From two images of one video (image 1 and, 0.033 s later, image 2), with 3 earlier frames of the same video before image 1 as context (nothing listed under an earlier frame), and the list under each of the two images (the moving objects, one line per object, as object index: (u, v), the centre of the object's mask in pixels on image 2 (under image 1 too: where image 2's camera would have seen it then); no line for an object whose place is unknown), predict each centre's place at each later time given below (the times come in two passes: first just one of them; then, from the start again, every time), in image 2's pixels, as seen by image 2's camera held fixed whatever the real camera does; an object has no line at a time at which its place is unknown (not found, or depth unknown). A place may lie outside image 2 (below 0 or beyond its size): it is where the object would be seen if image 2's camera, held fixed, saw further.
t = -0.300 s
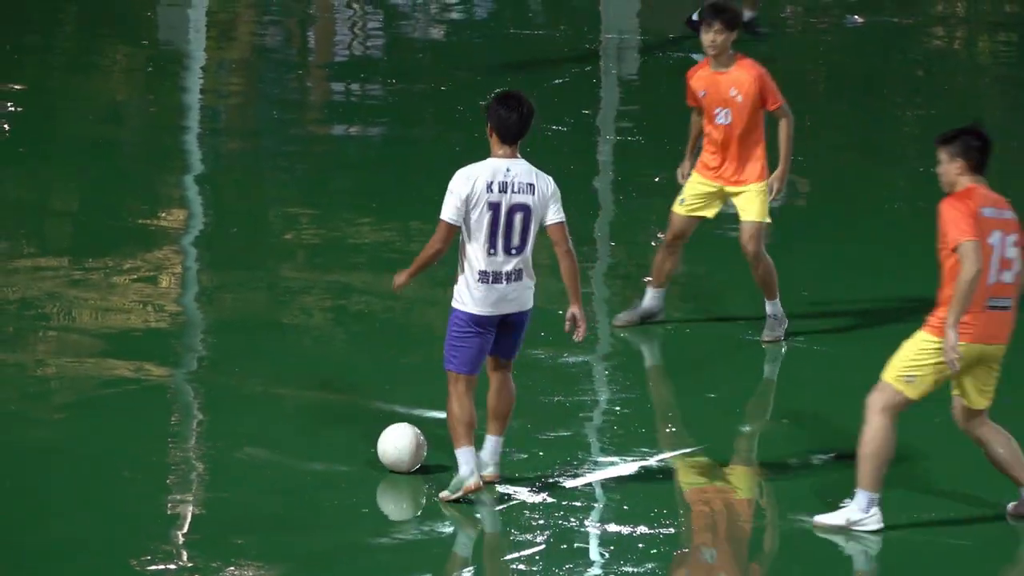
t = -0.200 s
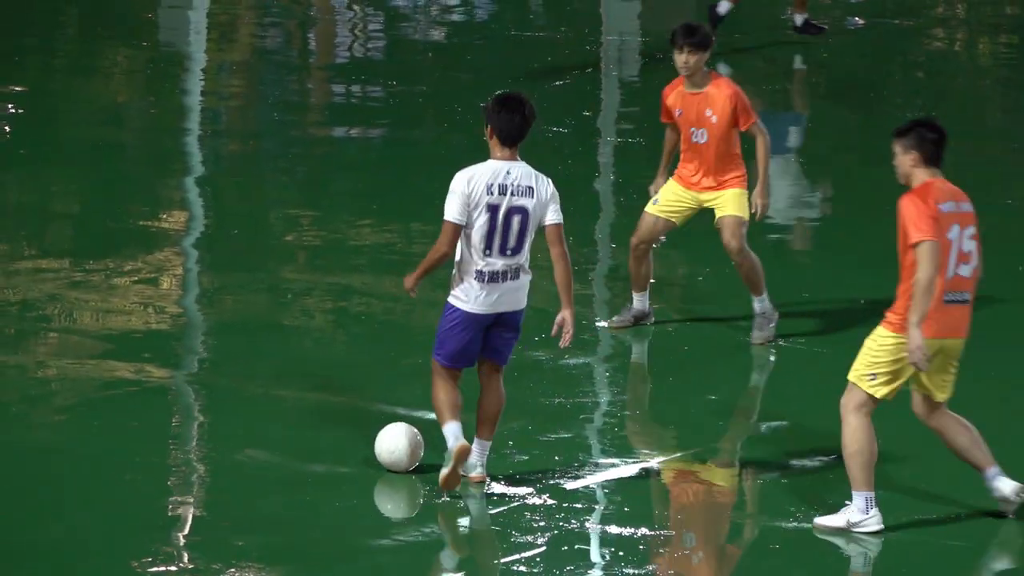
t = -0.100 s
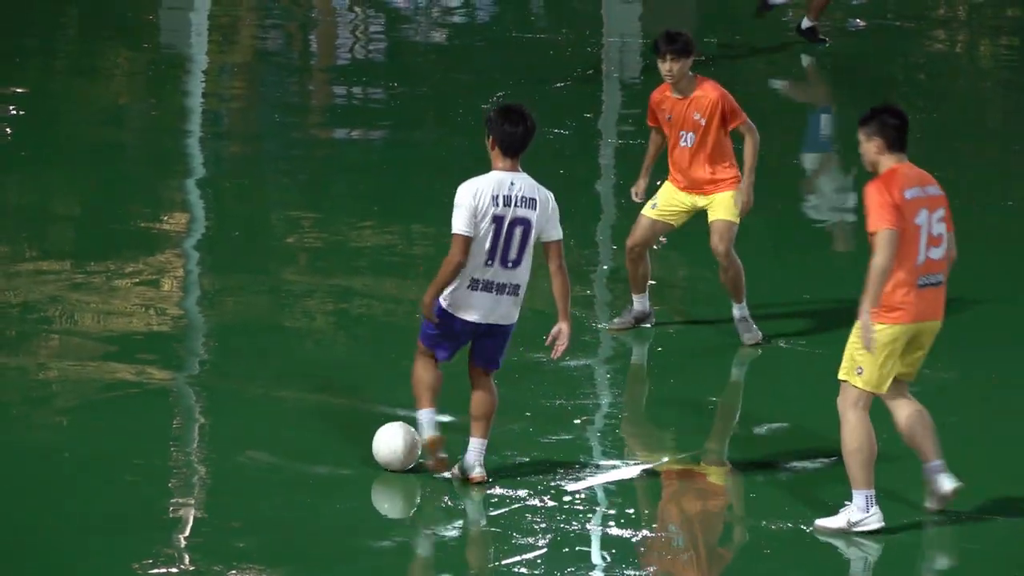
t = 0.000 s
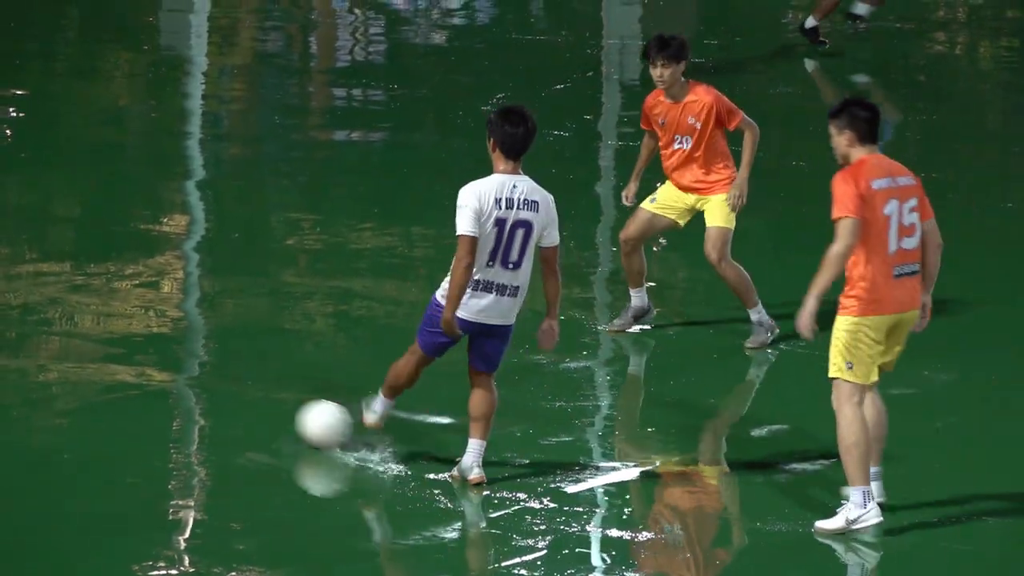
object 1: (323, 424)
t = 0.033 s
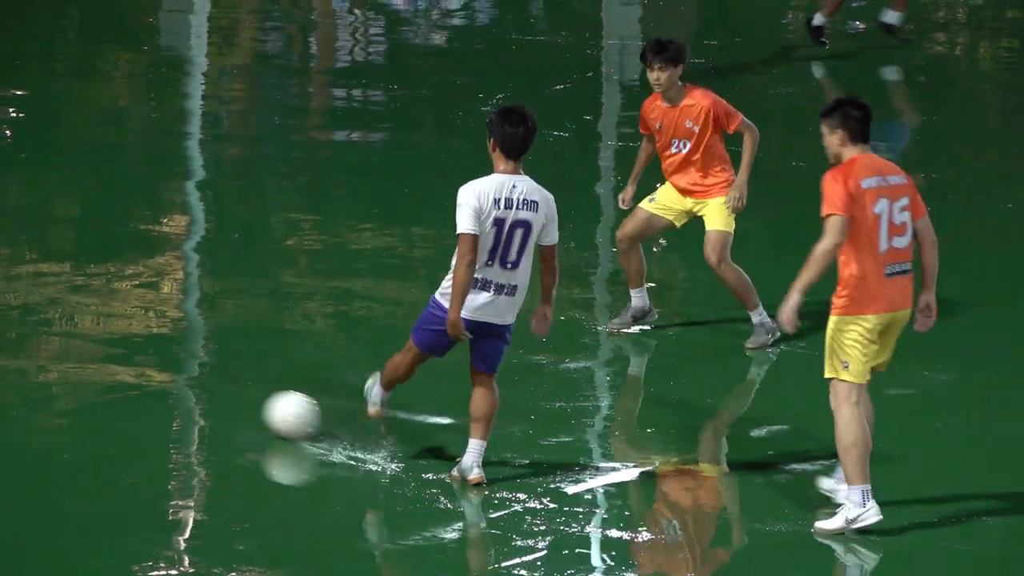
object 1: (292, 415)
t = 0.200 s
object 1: (147, 371)
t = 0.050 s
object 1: (276, 410)
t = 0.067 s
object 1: (260, 405)
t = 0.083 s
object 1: (244, 400)
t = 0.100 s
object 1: (229, 396)
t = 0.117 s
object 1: (215, 391)
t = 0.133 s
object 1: (200, 387)
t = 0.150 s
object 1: (187, 383)
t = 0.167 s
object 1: (173, 379)
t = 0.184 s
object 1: (160, 375)
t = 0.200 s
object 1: (147, 371)
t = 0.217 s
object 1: (134, 367)
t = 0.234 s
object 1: (122, 363)
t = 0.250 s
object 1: (109, 360)
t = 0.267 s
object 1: (98, 356)
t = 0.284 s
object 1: (87, 353)
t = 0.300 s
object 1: (75, 350)
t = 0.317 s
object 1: (64, 346)
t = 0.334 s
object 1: (53, 343)
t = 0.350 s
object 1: (42, 340)
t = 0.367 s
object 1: (33, 337)
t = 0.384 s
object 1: (22, 333)
